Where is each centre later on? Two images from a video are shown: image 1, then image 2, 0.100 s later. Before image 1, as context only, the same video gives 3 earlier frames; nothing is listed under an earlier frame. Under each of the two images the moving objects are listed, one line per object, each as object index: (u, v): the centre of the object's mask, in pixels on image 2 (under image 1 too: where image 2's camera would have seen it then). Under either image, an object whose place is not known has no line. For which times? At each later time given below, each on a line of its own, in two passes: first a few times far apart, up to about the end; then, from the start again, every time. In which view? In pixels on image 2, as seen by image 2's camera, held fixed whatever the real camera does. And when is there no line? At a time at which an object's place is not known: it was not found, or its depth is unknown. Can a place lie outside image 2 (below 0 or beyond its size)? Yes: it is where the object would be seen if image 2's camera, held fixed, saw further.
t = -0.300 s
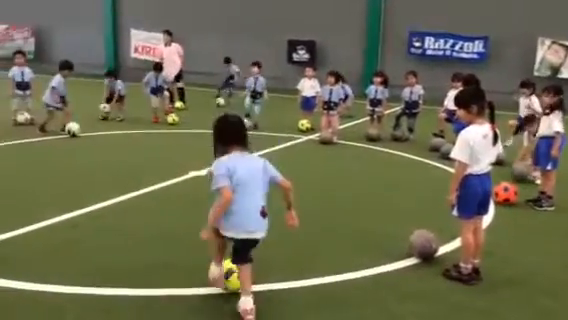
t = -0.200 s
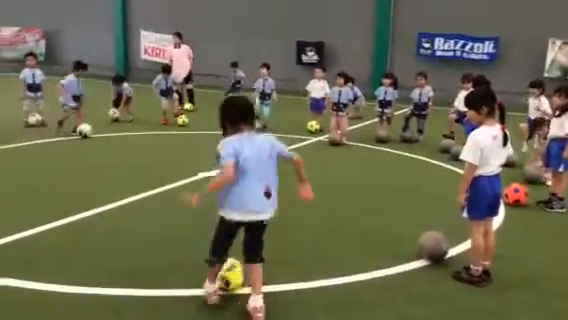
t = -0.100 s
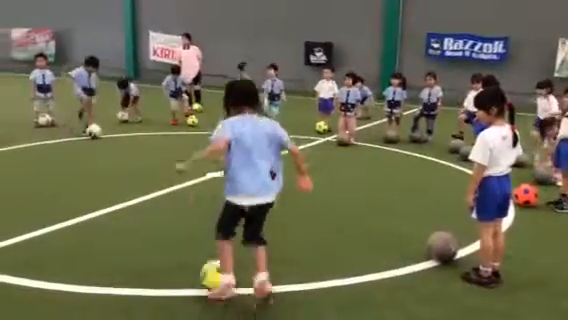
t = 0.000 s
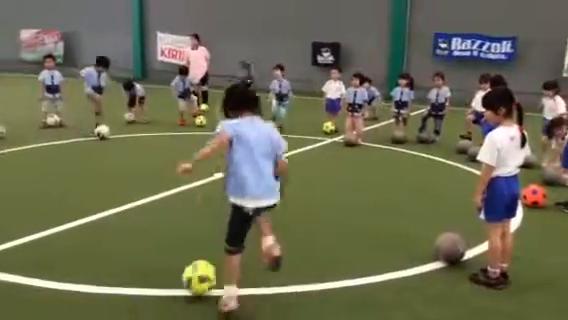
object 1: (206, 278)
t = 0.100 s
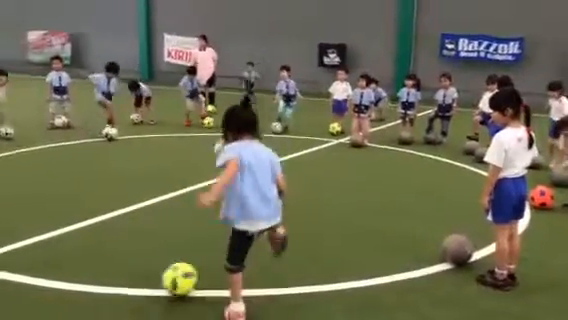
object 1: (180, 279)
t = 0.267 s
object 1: (136, 281)
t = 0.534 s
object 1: (64, 284)
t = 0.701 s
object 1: (19, 287)
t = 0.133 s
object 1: (171, 280)
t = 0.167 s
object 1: (161, 280)
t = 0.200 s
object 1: (153, 281)
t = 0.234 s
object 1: (144, 280)
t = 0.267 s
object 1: (136, 281)
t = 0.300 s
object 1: (127, 281)
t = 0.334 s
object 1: (119, 282)
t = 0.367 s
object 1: (110, 283)
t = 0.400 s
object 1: (101, 282)
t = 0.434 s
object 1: (94, 283)
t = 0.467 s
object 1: (83, 283)
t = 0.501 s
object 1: (75, 283)
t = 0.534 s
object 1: (64, 284)
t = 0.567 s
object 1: (56, 285)
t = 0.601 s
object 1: (48, 285)
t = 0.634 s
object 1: (39, 286)
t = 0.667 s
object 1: (30, 286)
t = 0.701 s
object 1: (19, 287)
